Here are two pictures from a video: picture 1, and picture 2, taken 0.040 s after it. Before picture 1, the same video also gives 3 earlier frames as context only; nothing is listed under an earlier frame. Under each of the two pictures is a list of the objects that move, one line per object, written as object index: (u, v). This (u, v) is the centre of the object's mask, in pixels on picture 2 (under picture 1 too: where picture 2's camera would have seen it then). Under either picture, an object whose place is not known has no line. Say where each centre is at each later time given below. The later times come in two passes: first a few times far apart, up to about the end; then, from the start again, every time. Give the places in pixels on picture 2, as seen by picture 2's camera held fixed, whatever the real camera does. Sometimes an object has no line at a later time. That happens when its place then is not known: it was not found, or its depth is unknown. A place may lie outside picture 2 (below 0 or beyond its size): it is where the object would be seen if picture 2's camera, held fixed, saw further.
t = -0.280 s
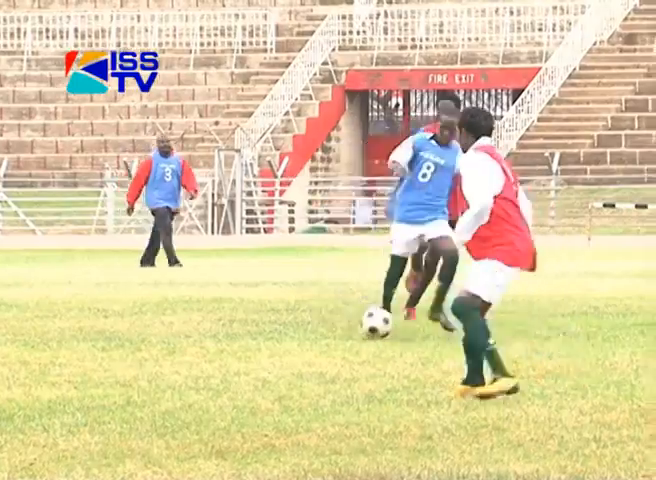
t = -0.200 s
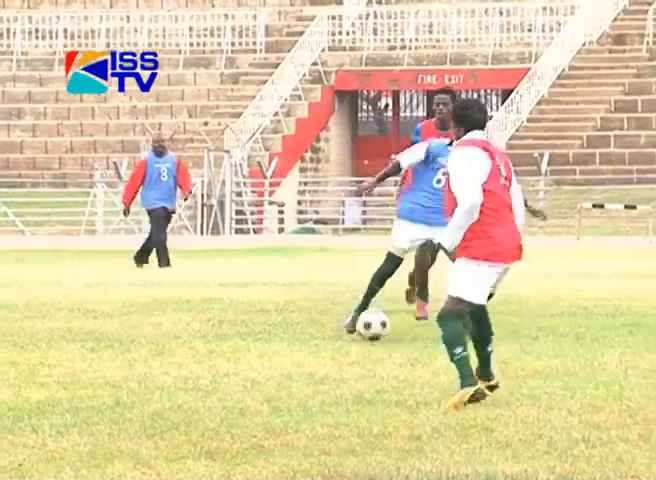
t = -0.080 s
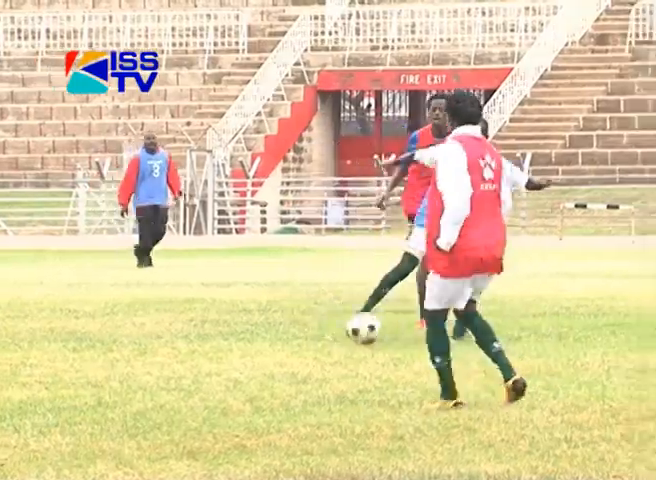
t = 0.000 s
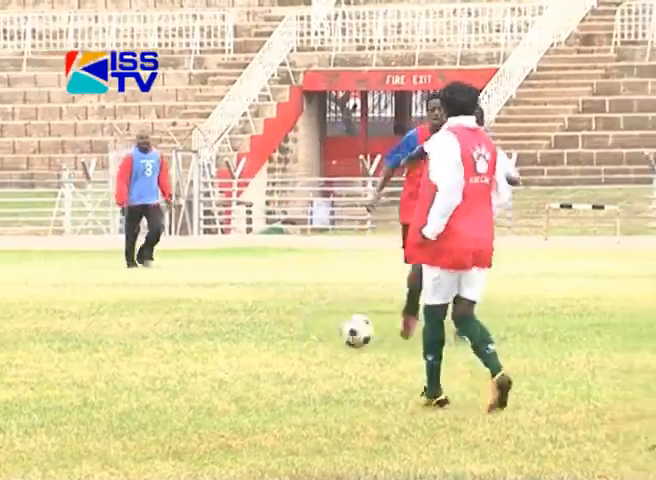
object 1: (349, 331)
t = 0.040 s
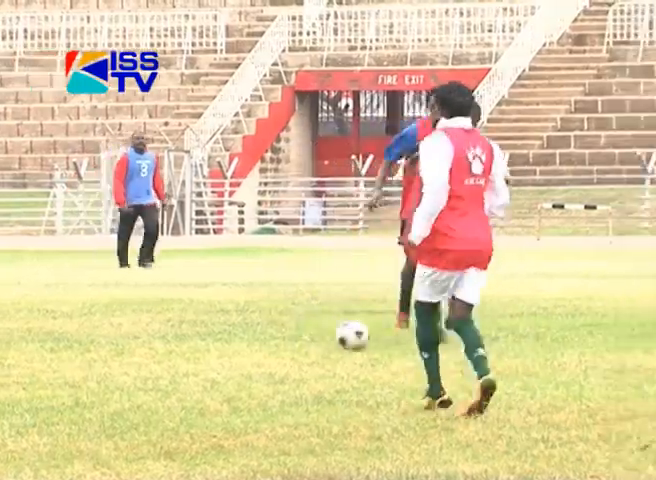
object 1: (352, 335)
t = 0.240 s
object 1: (368, 340)
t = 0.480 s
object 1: (388, 343)
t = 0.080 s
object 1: (355, 337)
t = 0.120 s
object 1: (358, 336)
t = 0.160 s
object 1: (361, 336)
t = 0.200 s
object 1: (365, 337)
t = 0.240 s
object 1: (368, 340)
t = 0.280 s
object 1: (372, 341)
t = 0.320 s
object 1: (374, 341)
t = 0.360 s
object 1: (378, 343)
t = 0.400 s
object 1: (382, 344)
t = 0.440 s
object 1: (385, 345)
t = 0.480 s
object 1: (388, 343)
